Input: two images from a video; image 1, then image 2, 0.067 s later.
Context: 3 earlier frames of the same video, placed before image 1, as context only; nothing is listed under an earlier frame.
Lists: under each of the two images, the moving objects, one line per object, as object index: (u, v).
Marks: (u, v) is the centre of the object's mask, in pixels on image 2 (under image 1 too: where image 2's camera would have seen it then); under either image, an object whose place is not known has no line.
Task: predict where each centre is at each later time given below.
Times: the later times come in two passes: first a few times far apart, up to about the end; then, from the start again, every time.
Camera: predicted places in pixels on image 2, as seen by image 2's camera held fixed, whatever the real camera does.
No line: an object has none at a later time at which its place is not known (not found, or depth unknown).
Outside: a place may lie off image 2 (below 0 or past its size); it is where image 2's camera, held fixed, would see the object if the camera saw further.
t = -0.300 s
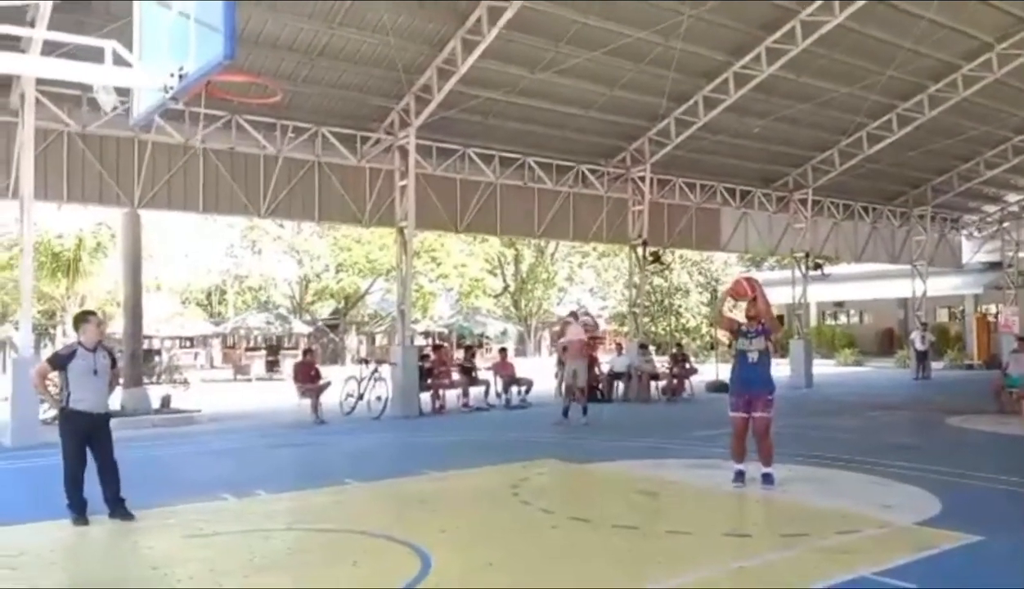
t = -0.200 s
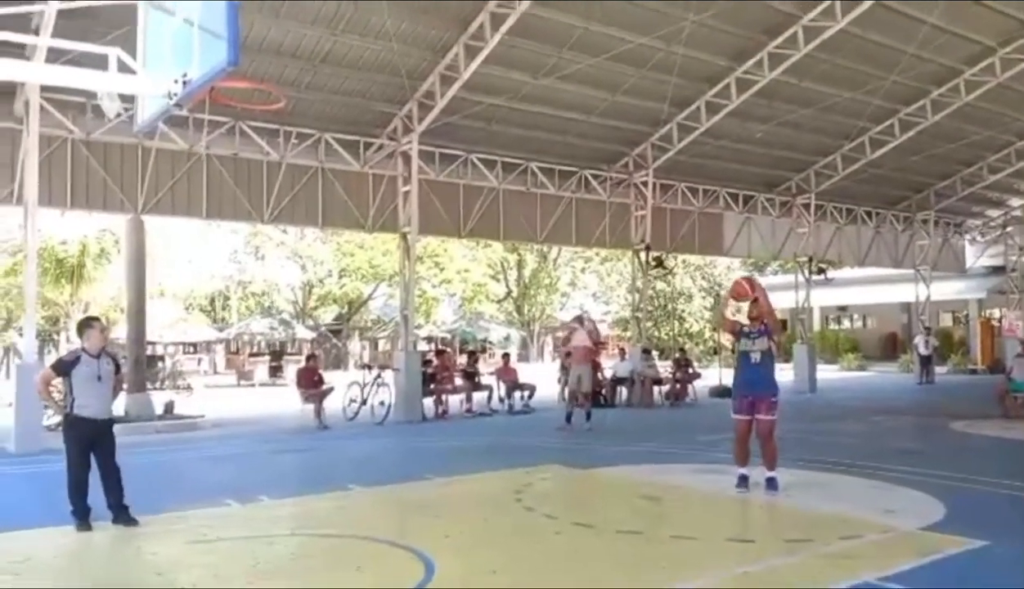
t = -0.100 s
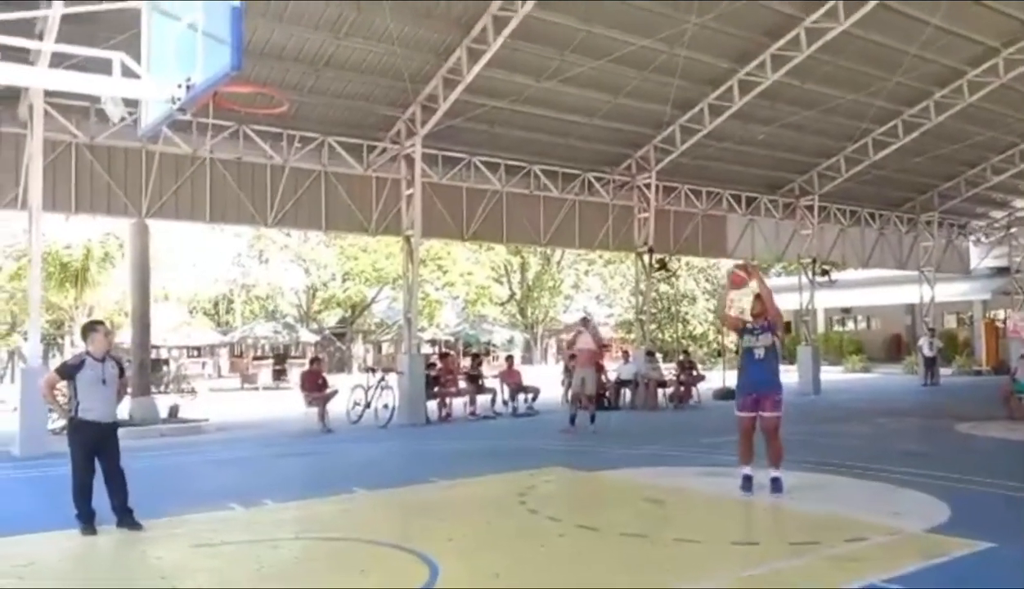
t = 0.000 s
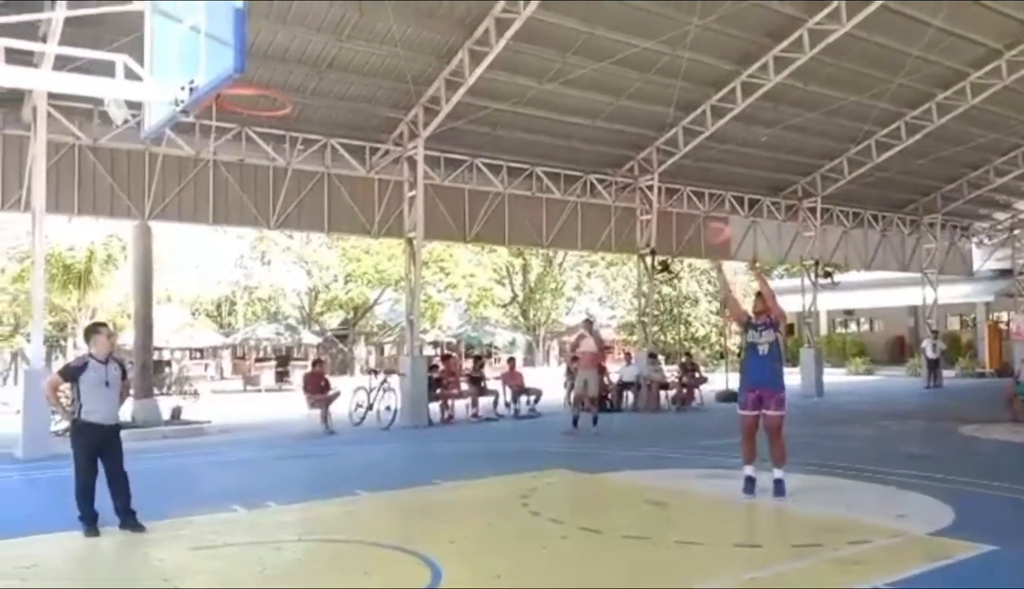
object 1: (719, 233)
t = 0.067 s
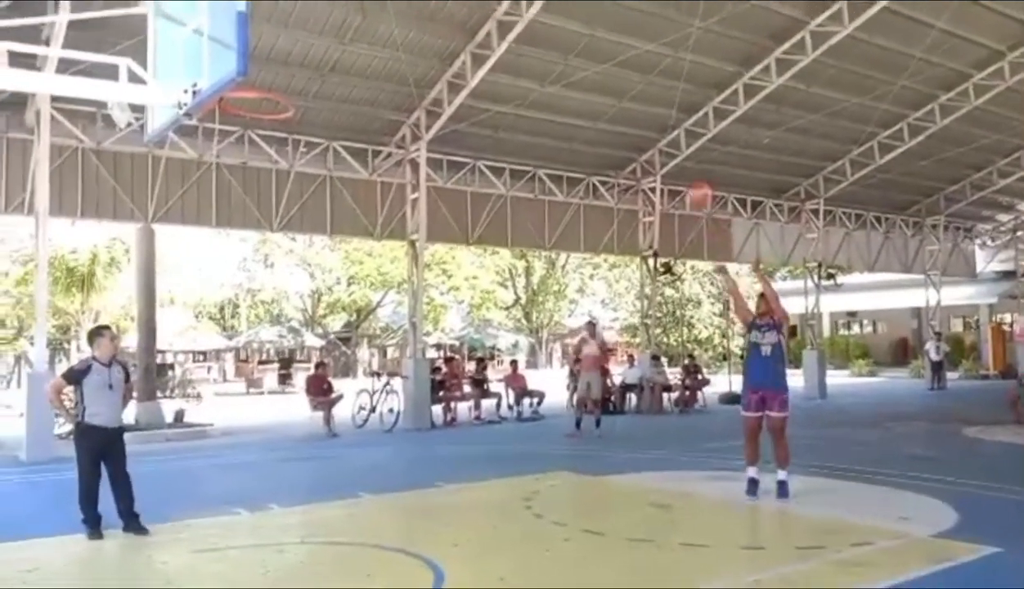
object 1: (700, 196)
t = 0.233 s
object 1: (639, 115)
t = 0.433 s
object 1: (561, 48)
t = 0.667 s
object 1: (458, 26)
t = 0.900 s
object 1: (335, 76)
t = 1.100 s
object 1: (375, 106)
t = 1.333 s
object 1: (478, 171)
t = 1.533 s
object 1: (559, 277)
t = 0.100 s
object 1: (687, 176)
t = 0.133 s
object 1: (675, 160)
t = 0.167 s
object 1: (664, 140)
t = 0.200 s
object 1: (651, 129)
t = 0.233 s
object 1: (639, 115)
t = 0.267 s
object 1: (627, 100)
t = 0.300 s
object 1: (615, 87)
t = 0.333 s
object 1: (601, 77)
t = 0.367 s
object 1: (591, 66)
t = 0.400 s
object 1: (574, 58)
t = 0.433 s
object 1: (561, 48)
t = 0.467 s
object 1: (546, 43)
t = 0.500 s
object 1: (534, 36)
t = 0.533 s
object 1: (520, 32)
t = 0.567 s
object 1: (504, 30)
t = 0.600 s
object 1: (488, 26)
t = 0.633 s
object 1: (474, 27)
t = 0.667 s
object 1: (458, 26)
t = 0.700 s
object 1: (440, 28)
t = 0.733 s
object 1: (424, 32)
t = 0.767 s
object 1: (408, 36)
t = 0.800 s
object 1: (390, 43)
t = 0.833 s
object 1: (372, 53)
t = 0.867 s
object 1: (355, 63)
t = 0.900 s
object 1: (335, 76)
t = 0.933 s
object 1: (315, 92)
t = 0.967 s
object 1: (311, 98)
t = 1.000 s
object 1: (327, 99)
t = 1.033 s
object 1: (343, 100)
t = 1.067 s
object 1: (359, 103)
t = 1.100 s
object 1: (375, 106)
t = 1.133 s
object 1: (389, 110)
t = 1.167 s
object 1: (406, 117)
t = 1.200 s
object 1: (421, 125)
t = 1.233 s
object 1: (435, 135)
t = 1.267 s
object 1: (450, 145)
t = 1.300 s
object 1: (465, 156)
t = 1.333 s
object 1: (478, 171)
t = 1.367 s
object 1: (493, 184)
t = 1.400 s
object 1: (504, 201)
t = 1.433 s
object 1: (518, 219)
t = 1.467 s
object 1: (530, 236)
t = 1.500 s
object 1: (544, 256)
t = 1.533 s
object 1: (559, 277)
